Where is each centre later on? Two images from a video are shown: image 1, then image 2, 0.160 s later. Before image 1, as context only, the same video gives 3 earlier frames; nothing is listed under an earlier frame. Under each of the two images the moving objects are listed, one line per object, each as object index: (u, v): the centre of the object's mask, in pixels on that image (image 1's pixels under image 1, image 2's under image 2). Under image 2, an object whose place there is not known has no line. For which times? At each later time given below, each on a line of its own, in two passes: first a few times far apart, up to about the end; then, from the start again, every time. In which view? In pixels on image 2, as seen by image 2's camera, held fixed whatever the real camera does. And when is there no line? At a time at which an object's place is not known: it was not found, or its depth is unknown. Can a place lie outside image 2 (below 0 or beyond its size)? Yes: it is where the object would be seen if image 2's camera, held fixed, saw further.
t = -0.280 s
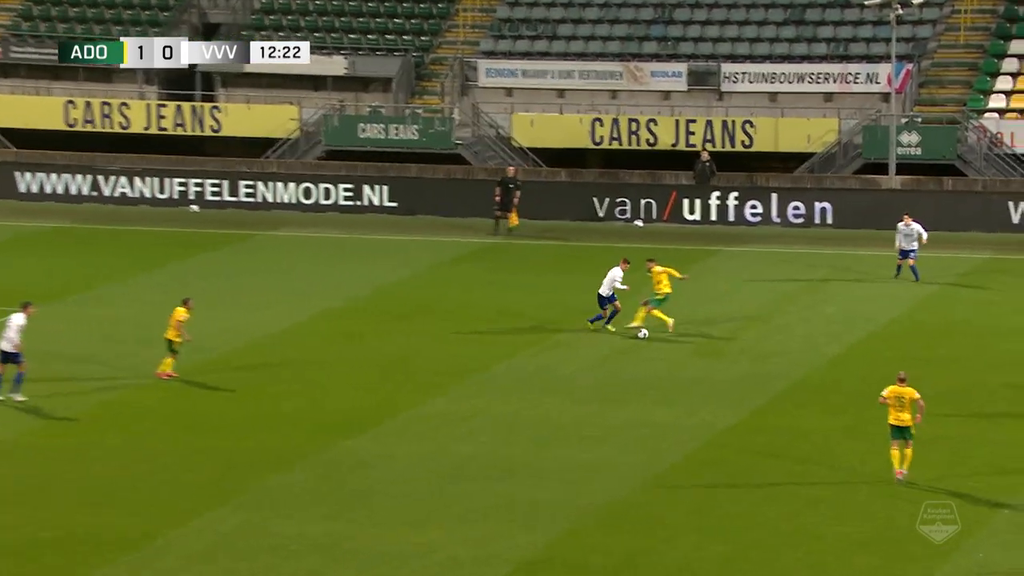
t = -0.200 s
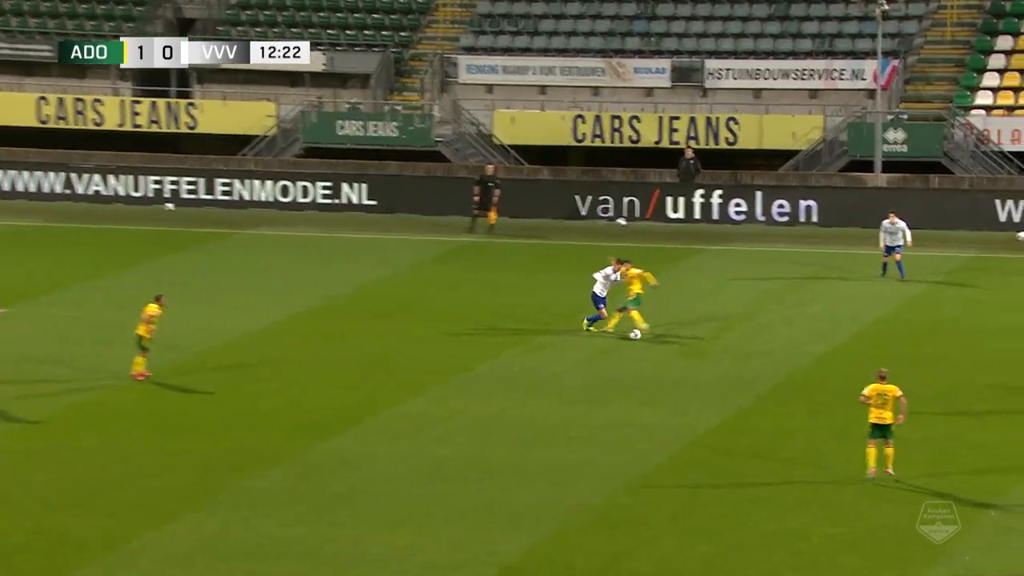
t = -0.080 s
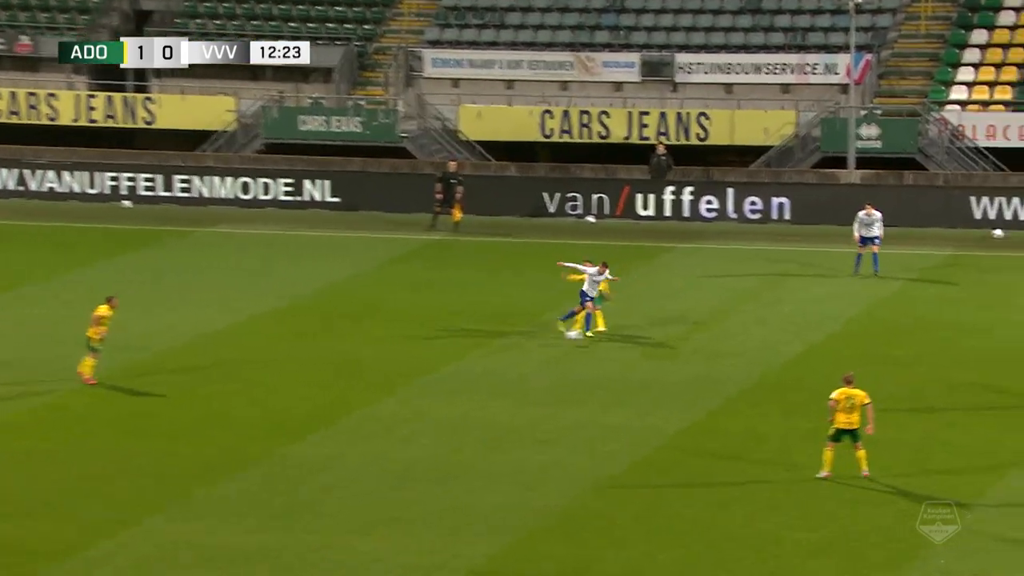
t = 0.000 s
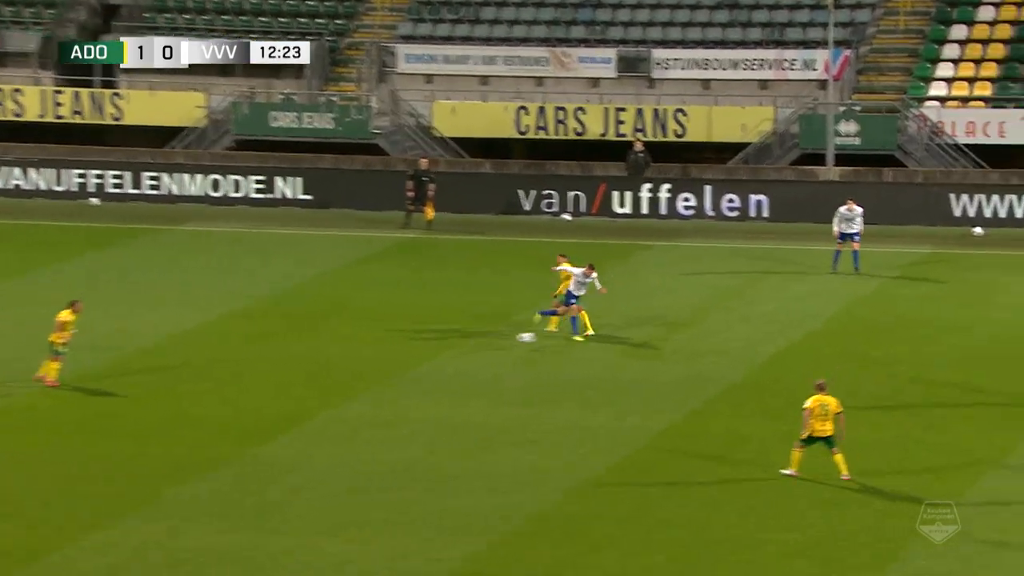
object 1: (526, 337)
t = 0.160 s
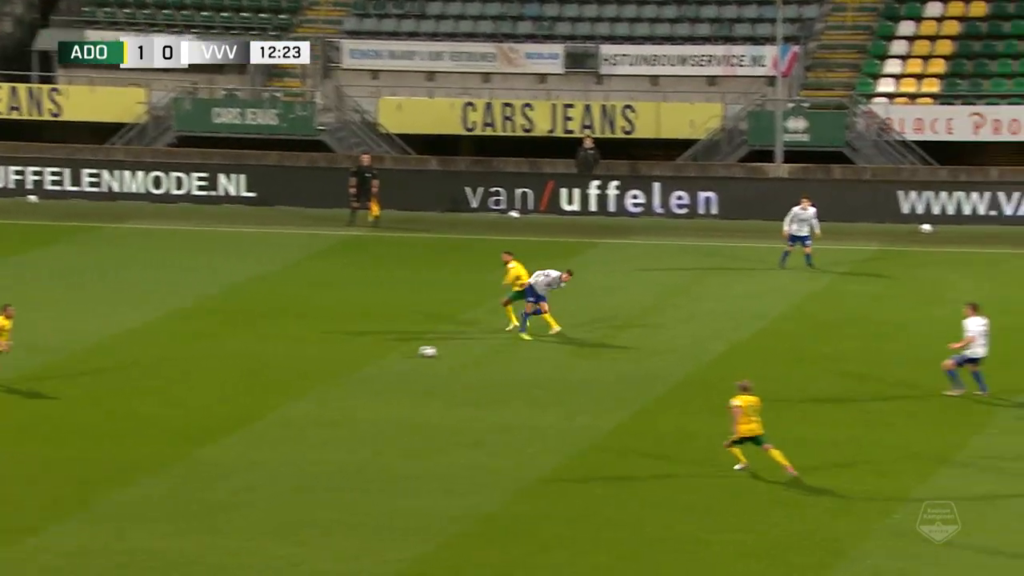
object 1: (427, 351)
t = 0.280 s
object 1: (398, 354)
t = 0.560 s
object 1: (330, 372)
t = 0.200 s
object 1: (418, 352)
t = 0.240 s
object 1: (407, 352)
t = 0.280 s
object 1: (398, 354)
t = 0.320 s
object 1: (387, 357)
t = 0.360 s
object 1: (377, 361)
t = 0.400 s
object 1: (367, 364)
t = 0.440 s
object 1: (357, 364)
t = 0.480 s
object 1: (348, 366)
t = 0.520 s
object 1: (339, 368)
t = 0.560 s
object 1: (330, 372)
